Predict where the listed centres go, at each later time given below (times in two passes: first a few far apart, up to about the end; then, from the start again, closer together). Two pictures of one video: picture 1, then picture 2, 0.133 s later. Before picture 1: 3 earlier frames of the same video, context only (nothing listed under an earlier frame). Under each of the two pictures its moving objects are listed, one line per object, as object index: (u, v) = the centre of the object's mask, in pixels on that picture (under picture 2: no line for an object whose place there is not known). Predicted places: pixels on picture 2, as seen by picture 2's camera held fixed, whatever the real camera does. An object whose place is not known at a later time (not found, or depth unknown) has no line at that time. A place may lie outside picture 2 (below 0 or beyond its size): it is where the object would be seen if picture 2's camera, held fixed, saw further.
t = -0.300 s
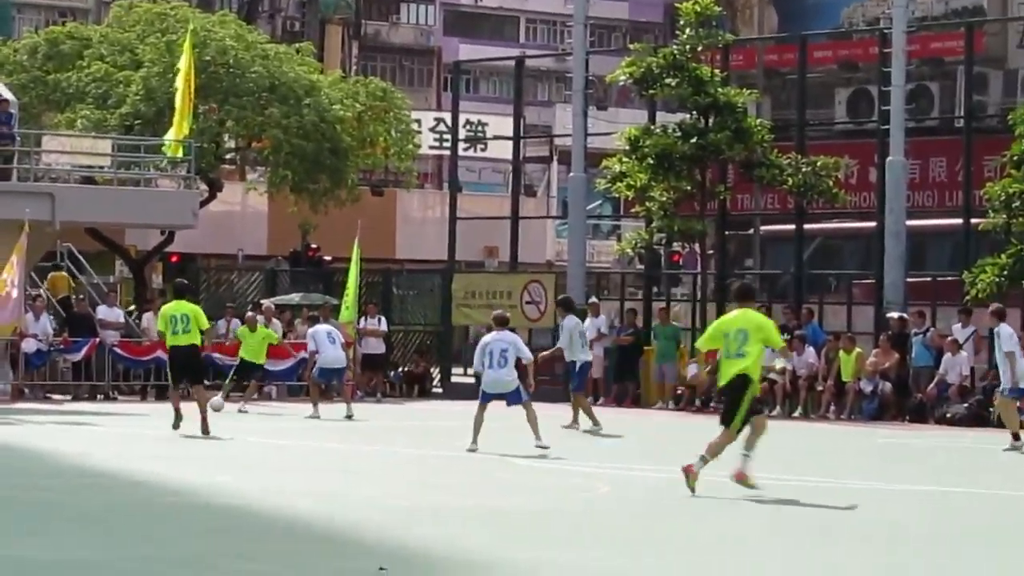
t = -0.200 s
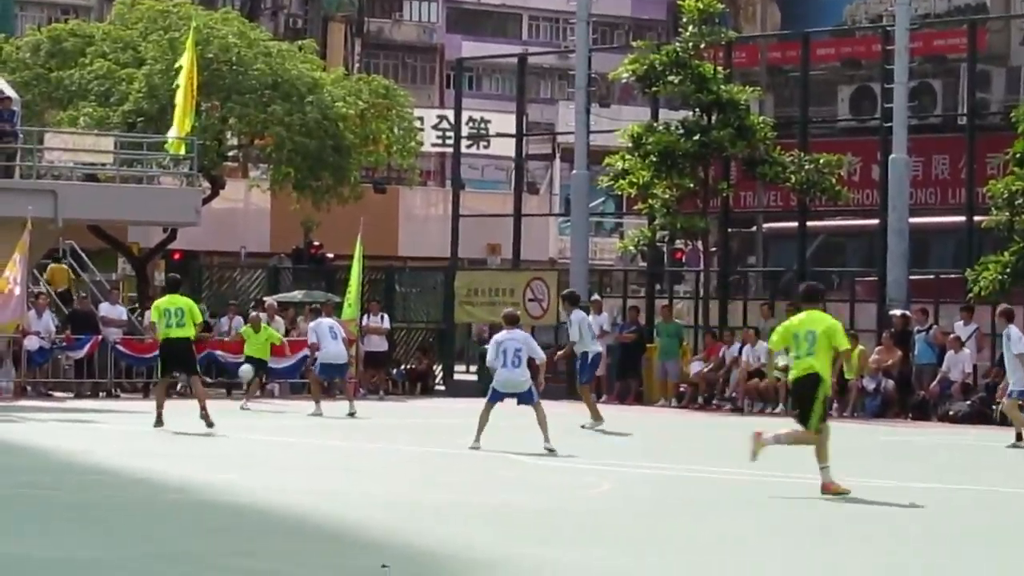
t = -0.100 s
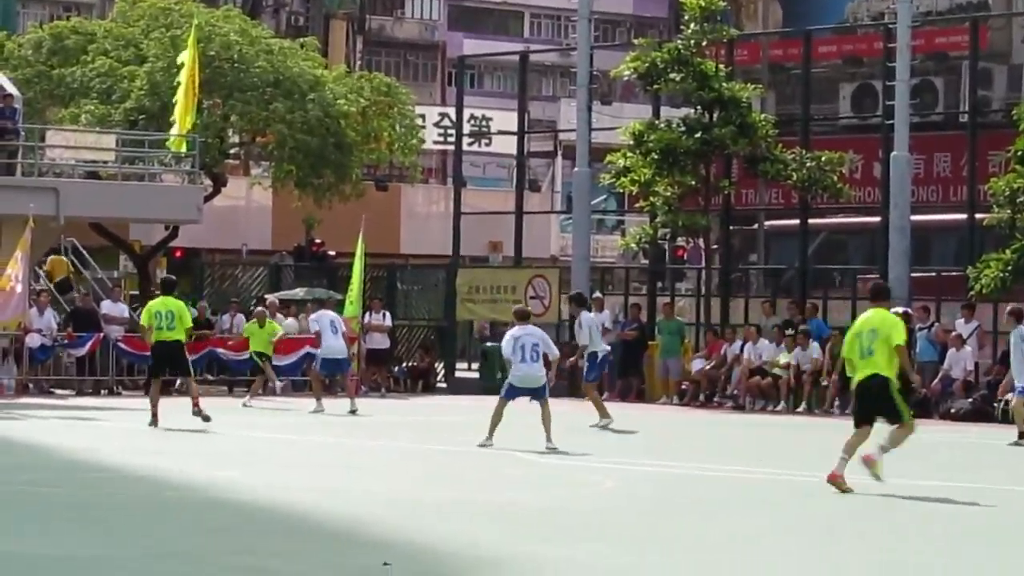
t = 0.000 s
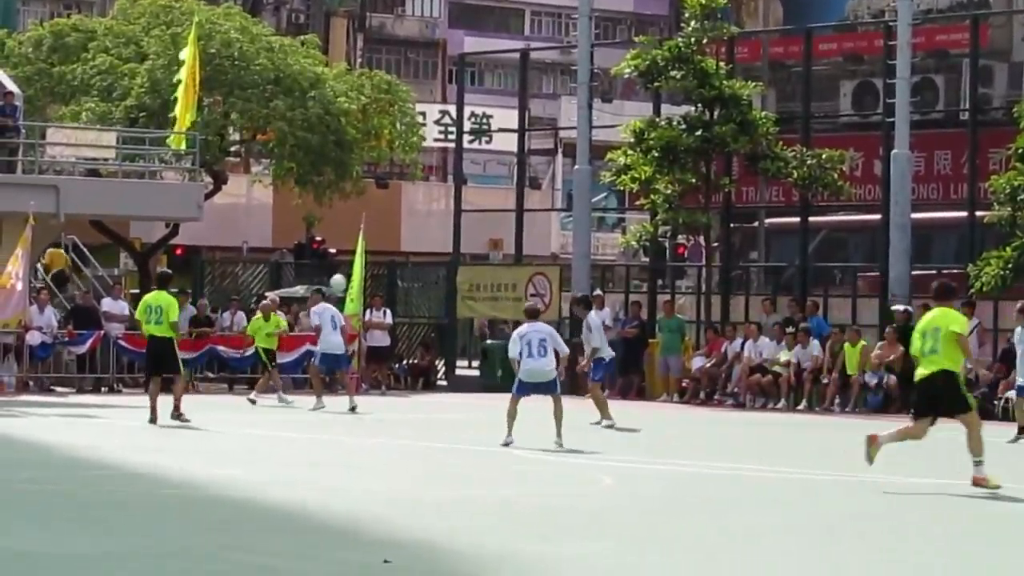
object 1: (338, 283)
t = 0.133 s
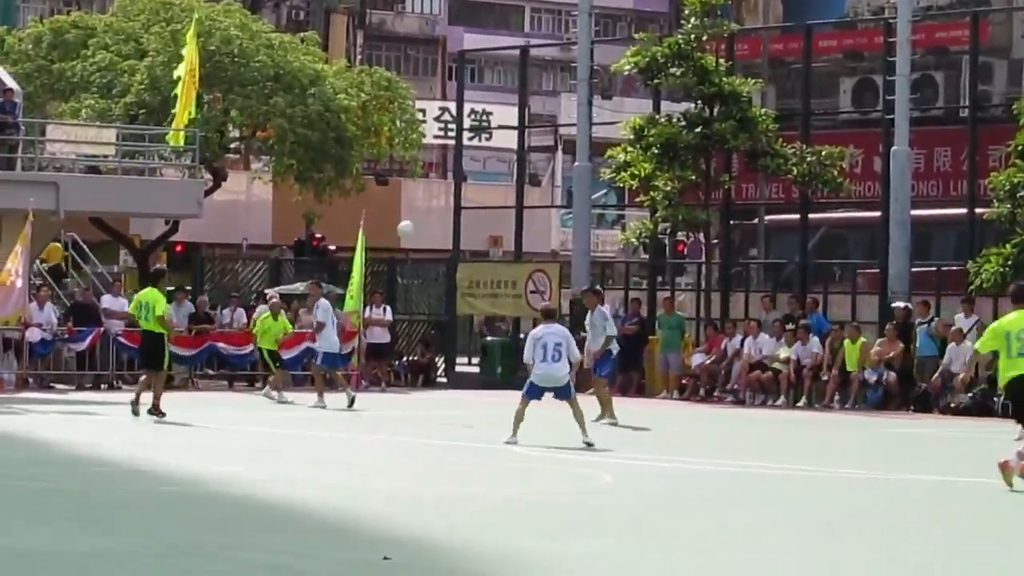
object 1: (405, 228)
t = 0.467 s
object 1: (603, 137)
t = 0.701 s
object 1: (765, 109)
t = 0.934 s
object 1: (952, 118)
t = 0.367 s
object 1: (539, 159)
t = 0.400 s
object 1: (560, 151)
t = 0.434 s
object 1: (582, 144)
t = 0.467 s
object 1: (603, 137)
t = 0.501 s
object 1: (624, 130)
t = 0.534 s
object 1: (647, 126)
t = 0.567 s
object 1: (669, 121)
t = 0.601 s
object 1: (692, 117)
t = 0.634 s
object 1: (716, 114)
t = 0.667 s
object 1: (740, 111)
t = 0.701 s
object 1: (765, 109)
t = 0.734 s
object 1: (790, 108)
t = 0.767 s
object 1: (816, 108)
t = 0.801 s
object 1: (842, 108)
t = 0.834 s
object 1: (869, 109)
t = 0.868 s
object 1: (896, 111)
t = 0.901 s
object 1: (924, 114)
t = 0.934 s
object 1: (952, 118)
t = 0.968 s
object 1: (981, 123)
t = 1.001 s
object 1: (1011, 129)
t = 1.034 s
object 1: (1042, 136)
